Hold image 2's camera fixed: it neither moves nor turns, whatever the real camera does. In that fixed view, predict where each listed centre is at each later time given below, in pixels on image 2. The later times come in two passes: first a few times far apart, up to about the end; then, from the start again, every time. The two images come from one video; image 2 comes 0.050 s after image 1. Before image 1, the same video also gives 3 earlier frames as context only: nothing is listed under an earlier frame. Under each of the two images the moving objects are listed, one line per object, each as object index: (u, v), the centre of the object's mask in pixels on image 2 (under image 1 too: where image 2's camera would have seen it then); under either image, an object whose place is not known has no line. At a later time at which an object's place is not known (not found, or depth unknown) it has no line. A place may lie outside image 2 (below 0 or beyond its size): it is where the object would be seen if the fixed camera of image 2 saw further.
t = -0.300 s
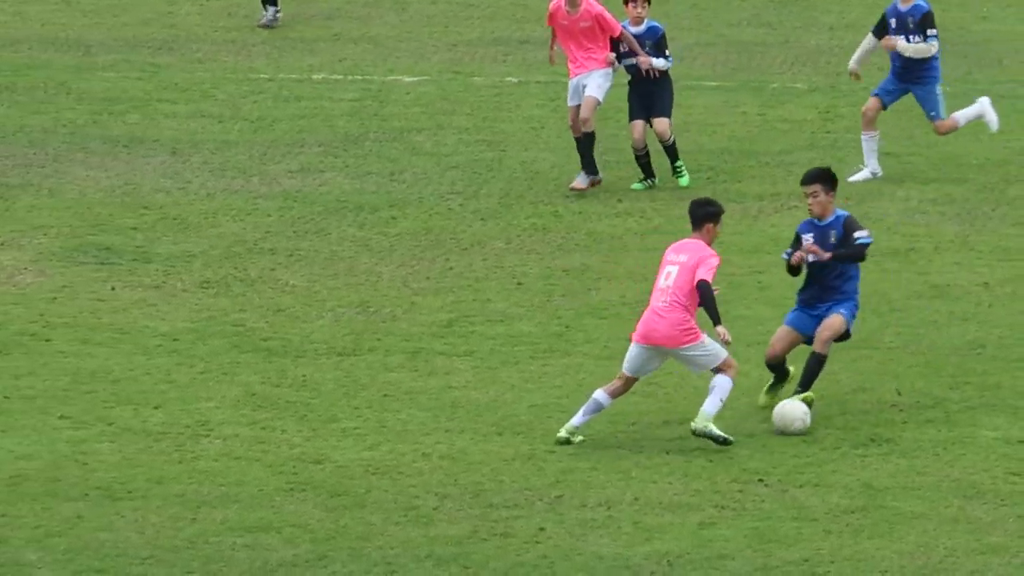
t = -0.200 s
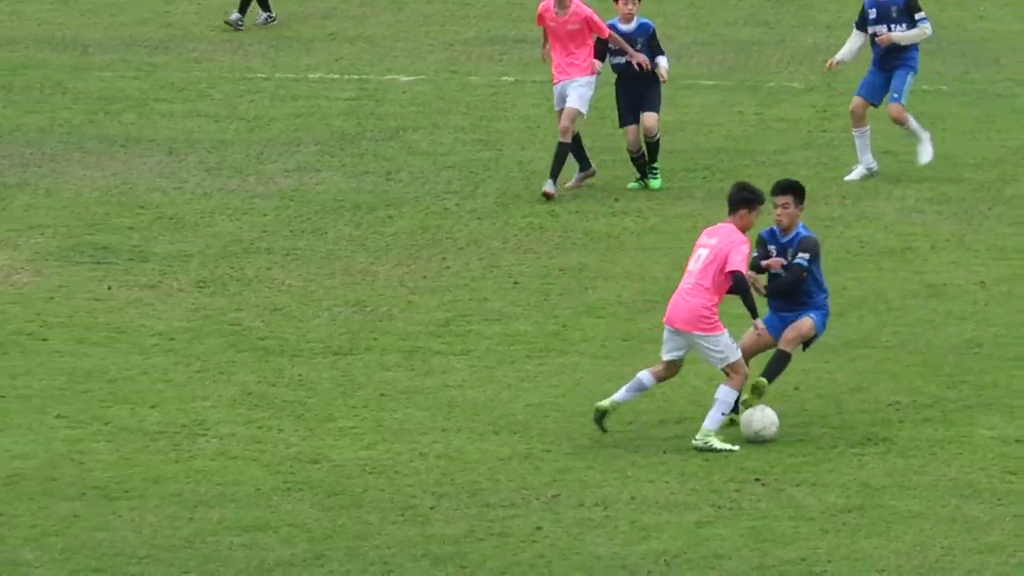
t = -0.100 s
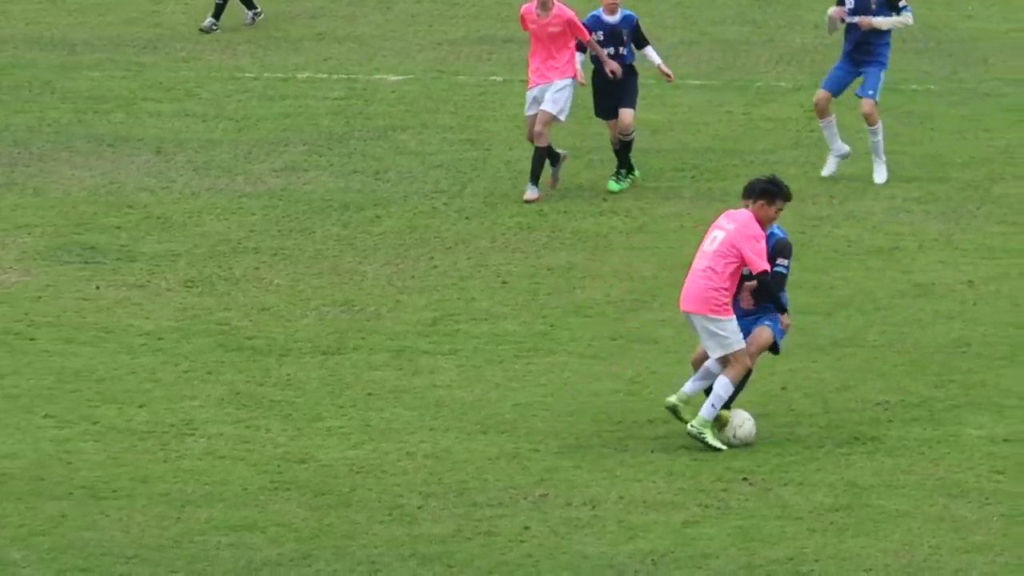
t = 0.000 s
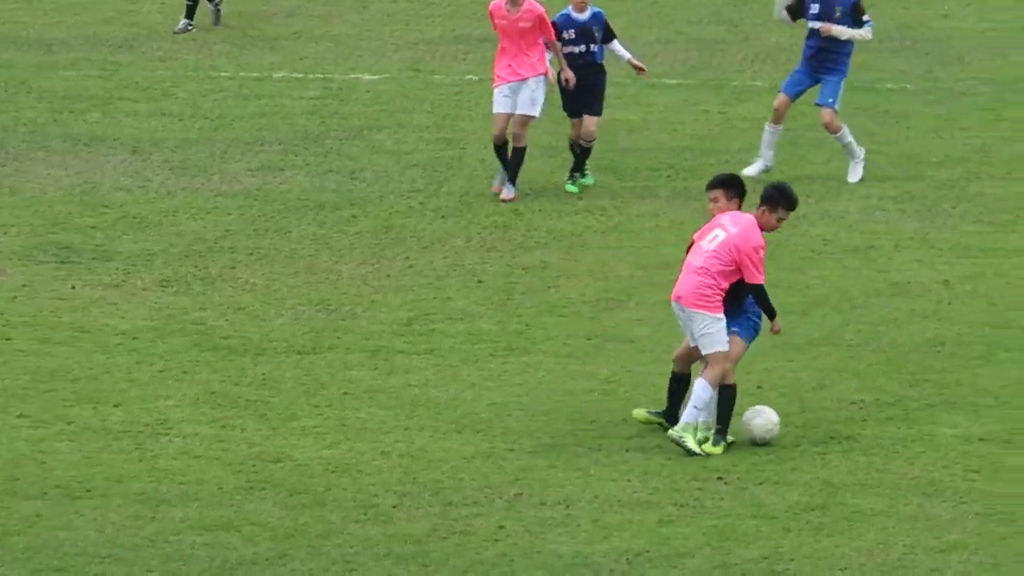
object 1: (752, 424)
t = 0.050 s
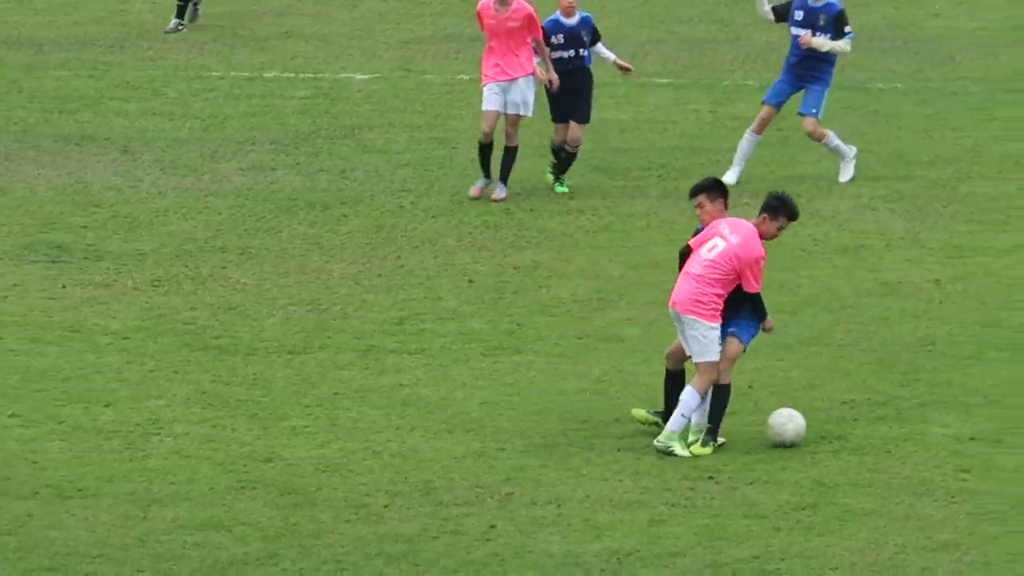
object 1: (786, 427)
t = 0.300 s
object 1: (908, 431)
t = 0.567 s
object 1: (1017, 435)
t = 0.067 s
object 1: (797, 428)
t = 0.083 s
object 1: (806, 427)
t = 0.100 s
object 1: (815, 426)
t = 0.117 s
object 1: (824, 426)
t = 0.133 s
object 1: (832, 426)
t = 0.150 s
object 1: (841, 426)
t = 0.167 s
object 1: (850, 428)
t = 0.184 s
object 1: (858, 430)
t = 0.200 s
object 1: (866, 430)
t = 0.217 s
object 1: (873, 430)
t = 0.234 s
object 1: (880, 430)
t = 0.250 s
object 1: (887, 429)
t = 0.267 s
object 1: (894, 429)
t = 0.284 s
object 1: (901, 430)
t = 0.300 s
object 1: (908, 431)
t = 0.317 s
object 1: (915, 432)
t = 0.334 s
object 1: (921, 432)
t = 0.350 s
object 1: (928, 432)
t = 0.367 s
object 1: (935, 432)
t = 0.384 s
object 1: (942, 432)
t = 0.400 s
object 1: (949, 433)
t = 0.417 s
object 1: (955, 433)
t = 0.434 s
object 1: (962, 433)
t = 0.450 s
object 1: (969, 433)
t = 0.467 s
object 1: (976, 433)
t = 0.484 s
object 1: (983, 433)
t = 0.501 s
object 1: (989, 433)
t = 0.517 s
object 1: (996, 433)
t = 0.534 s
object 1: (1004, 434)
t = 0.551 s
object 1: (1010, 434)
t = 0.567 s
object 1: (1017, 435)
